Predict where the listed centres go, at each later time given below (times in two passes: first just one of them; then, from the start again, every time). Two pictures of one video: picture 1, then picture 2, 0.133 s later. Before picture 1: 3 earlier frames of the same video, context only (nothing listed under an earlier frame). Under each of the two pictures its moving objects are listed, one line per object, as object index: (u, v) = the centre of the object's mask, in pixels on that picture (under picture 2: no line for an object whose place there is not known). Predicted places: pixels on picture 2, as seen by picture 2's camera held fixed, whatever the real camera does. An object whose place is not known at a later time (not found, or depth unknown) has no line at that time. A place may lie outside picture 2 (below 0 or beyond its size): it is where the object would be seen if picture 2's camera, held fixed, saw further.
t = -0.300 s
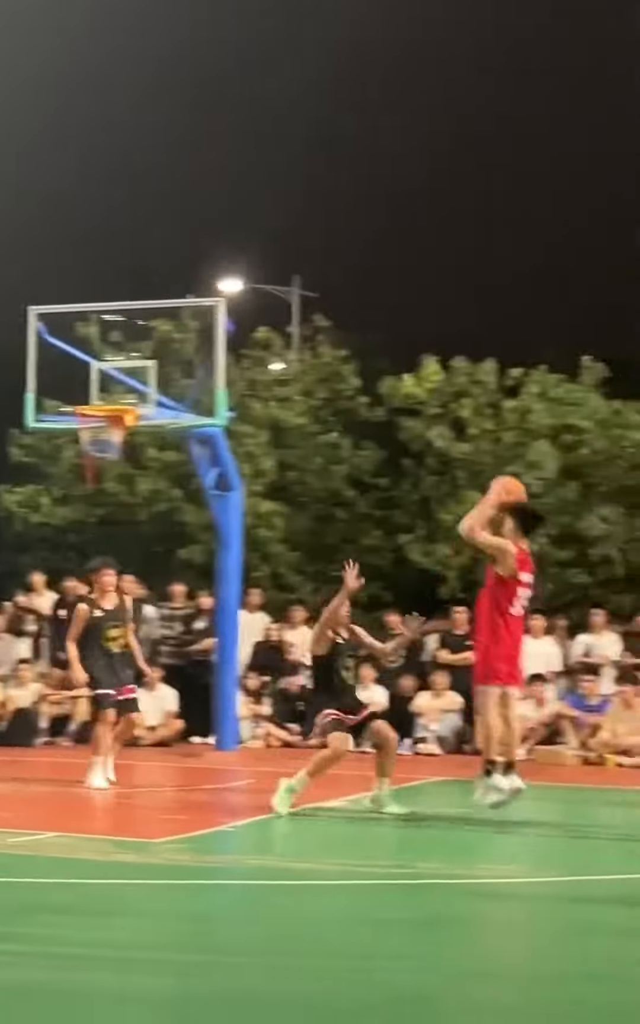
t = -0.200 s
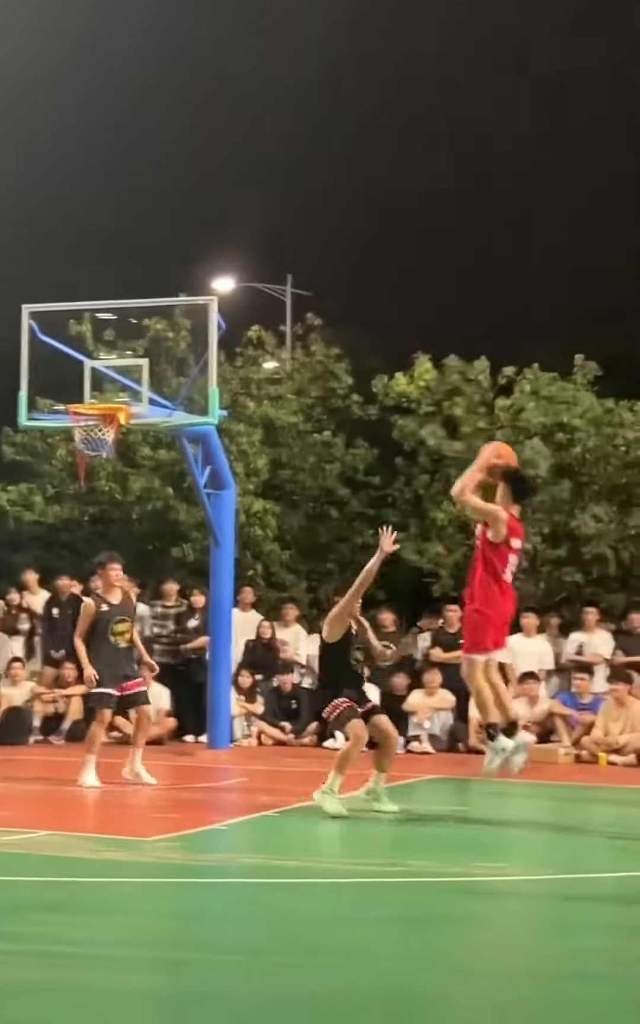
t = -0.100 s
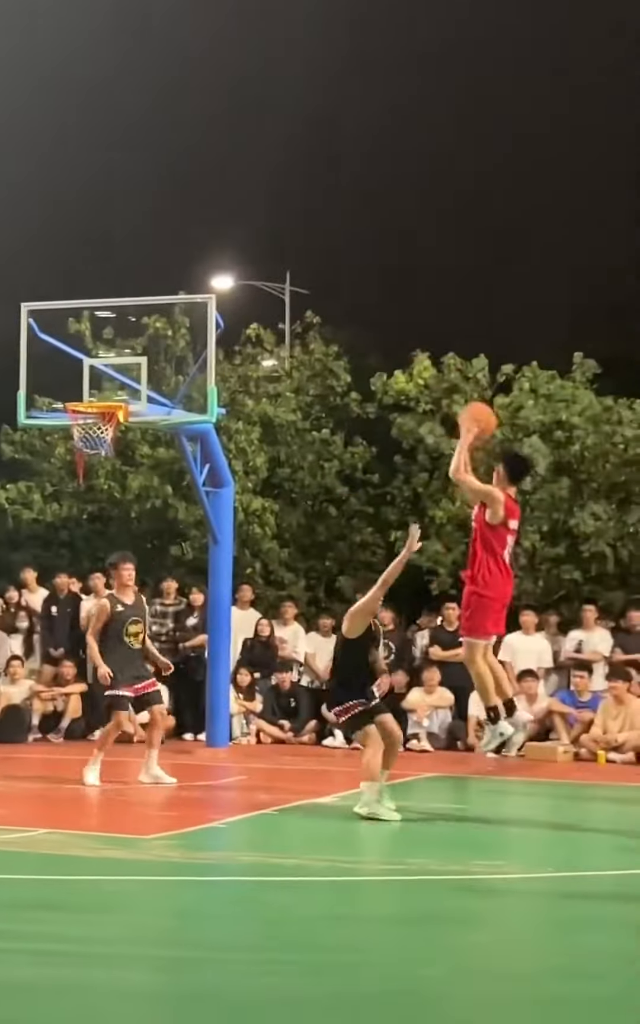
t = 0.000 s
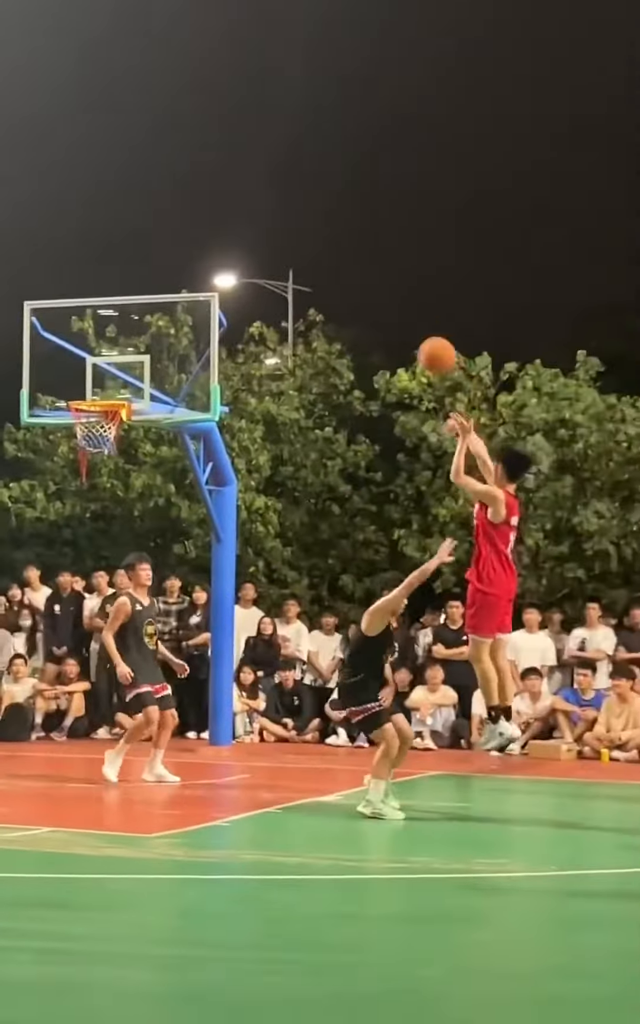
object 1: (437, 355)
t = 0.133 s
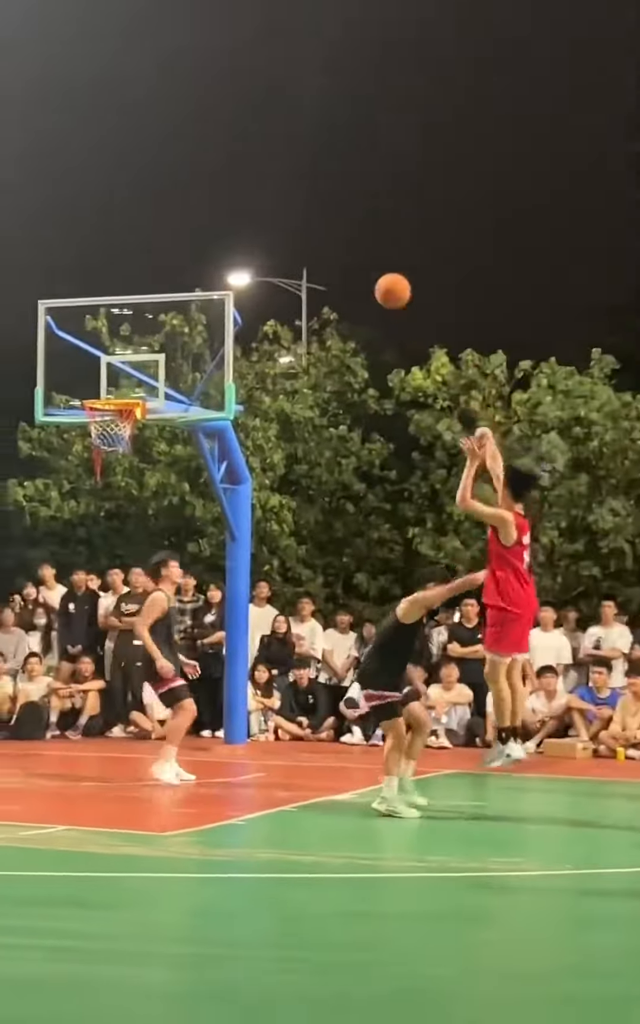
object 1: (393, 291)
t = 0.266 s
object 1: (339, 258)
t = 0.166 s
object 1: (379, 280)
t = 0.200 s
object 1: (365, 271)
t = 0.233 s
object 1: (352, 264)
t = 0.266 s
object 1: (339, 258)
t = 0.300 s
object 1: (325, 254)
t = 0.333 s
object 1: (313, 251)
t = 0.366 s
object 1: (300, 249)
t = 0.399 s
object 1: (287, 249)
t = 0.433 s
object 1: (275, 250)
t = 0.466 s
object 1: (263, 252)
